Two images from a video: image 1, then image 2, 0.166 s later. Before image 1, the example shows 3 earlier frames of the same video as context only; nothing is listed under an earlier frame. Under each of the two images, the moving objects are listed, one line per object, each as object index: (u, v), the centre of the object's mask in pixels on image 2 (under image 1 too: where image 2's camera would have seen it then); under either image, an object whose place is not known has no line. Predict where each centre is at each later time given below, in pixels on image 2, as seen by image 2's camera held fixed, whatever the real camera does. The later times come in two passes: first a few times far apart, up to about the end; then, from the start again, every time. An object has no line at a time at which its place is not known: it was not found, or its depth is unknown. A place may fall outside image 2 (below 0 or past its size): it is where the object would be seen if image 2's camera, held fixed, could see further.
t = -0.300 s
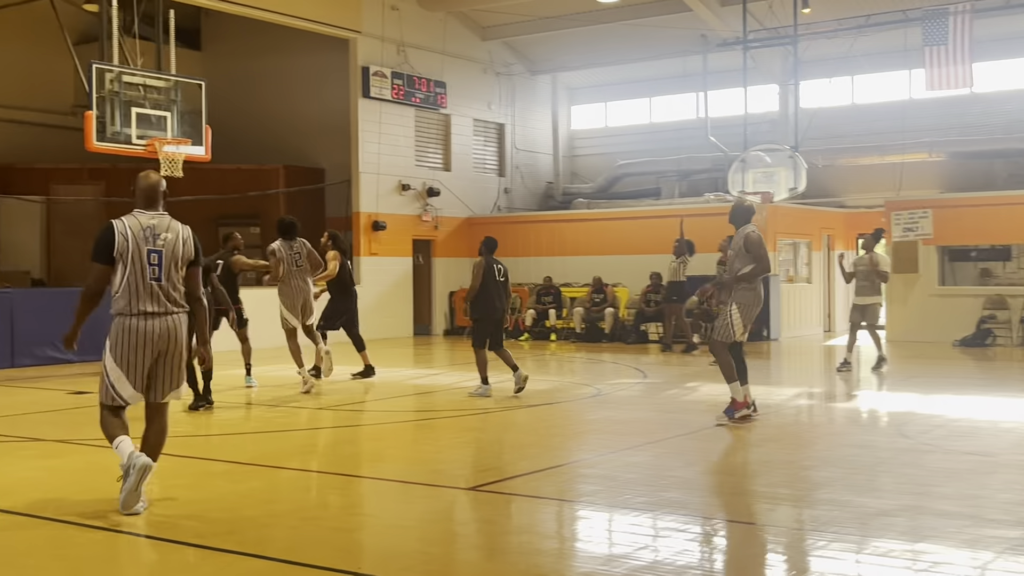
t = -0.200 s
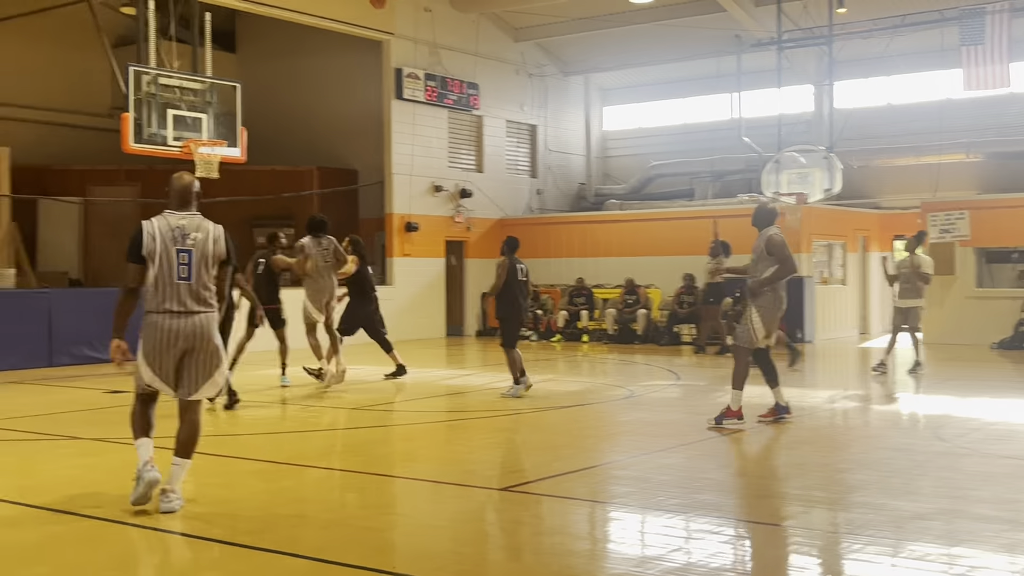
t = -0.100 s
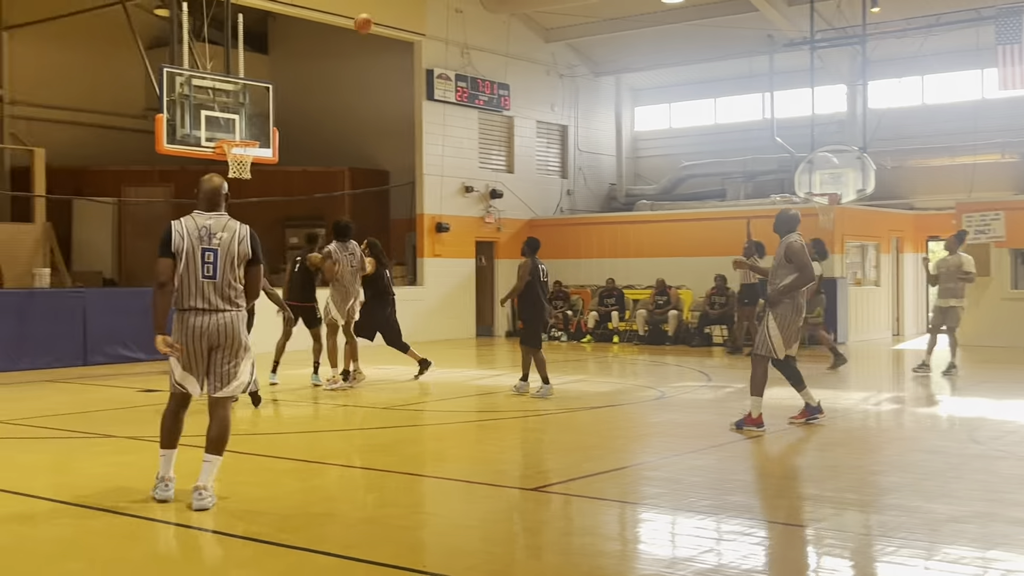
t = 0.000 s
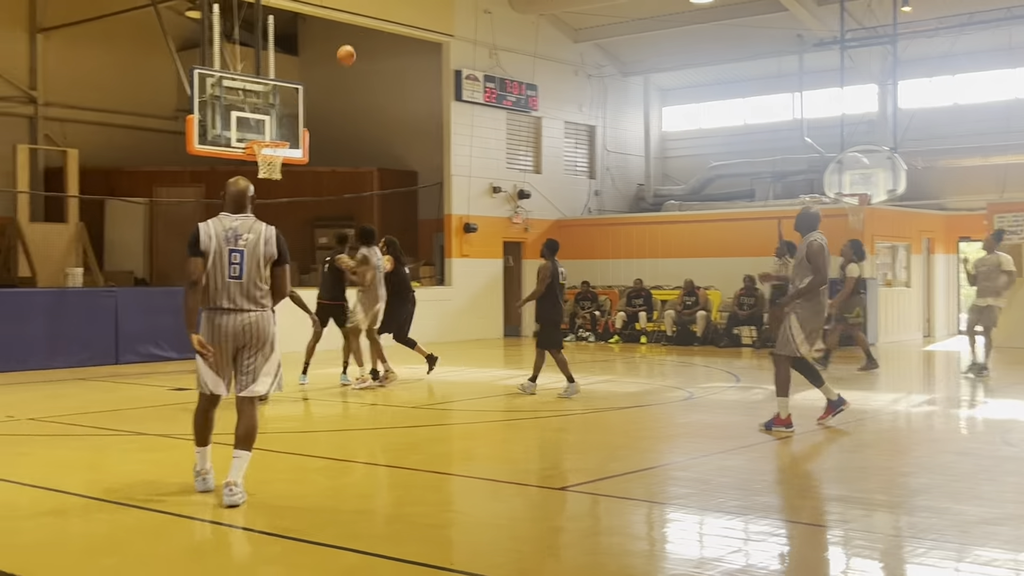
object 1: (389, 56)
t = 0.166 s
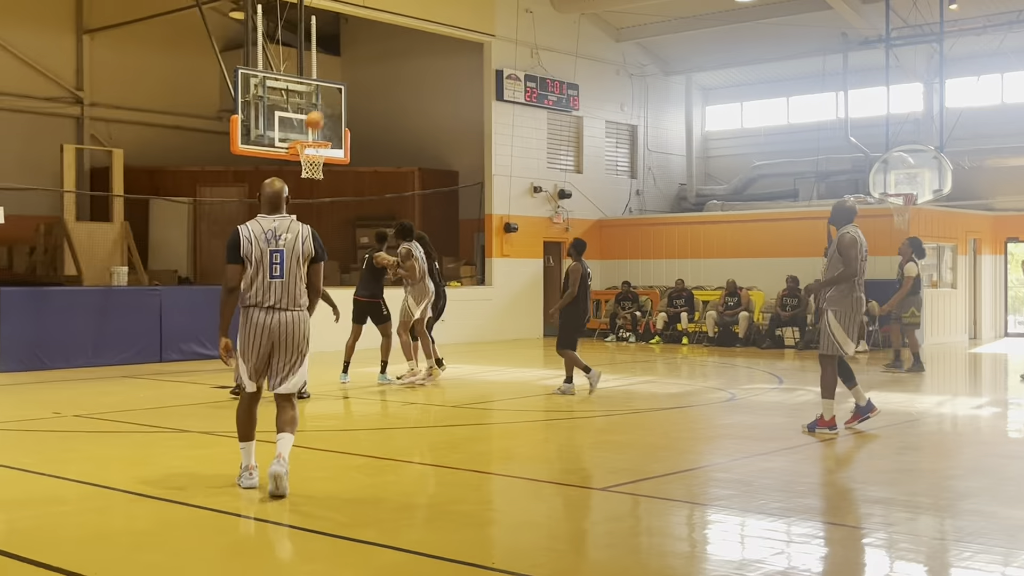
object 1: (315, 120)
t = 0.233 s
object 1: (301, 124)
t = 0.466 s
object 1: (311, 70)
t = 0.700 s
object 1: (343, 57)
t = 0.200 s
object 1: (301, 134)
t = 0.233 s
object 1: (301, 124)
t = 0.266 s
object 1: (301, 113)
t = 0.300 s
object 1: (301, 104)
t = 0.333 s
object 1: (302, 96)
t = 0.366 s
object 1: (302, 89)
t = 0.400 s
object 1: (302, 82)
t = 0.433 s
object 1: (306, 76)
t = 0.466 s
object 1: (311, 70)
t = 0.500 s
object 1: (316, 66)
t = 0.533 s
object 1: (320, 62)
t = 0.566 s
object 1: (325, 60)
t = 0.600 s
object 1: (330, 58)
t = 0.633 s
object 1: (334, 56)
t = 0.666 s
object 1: (339, 56)
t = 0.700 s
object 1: (343, 57)
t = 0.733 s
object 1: (348, 58)
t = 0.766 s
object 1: (353, 60)
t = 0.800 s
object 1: (357, 63)
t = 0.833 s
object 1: (362, 67)
